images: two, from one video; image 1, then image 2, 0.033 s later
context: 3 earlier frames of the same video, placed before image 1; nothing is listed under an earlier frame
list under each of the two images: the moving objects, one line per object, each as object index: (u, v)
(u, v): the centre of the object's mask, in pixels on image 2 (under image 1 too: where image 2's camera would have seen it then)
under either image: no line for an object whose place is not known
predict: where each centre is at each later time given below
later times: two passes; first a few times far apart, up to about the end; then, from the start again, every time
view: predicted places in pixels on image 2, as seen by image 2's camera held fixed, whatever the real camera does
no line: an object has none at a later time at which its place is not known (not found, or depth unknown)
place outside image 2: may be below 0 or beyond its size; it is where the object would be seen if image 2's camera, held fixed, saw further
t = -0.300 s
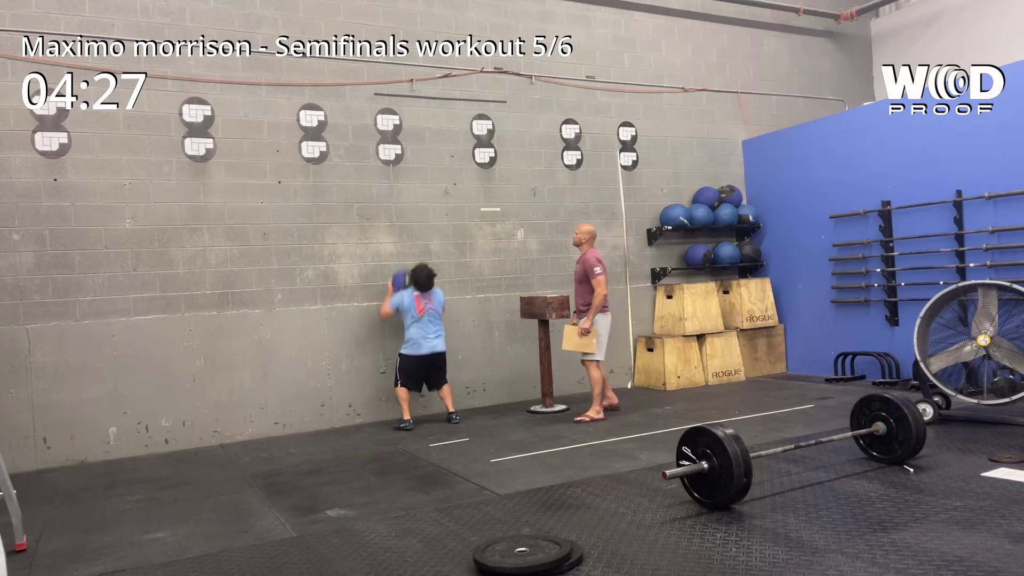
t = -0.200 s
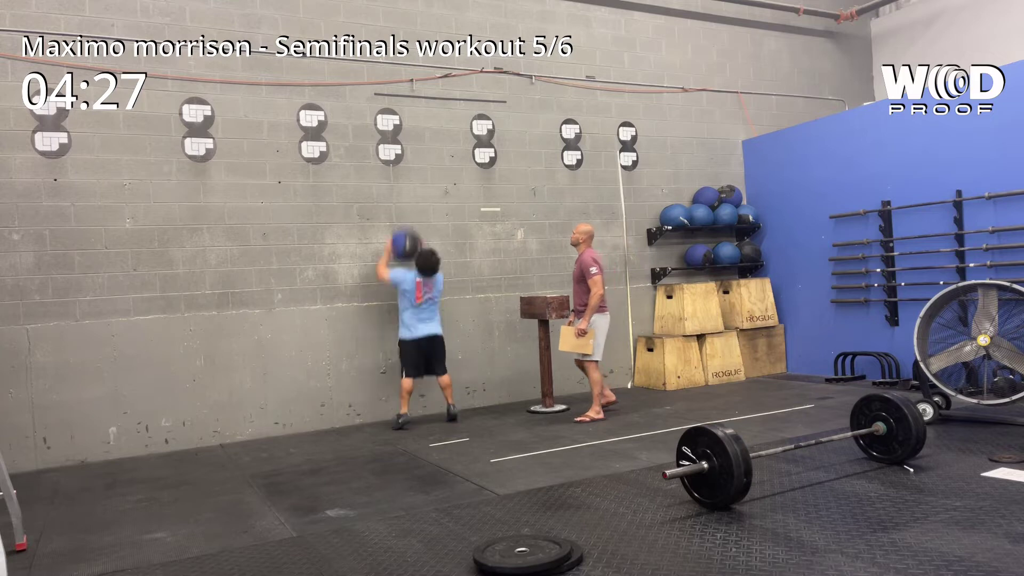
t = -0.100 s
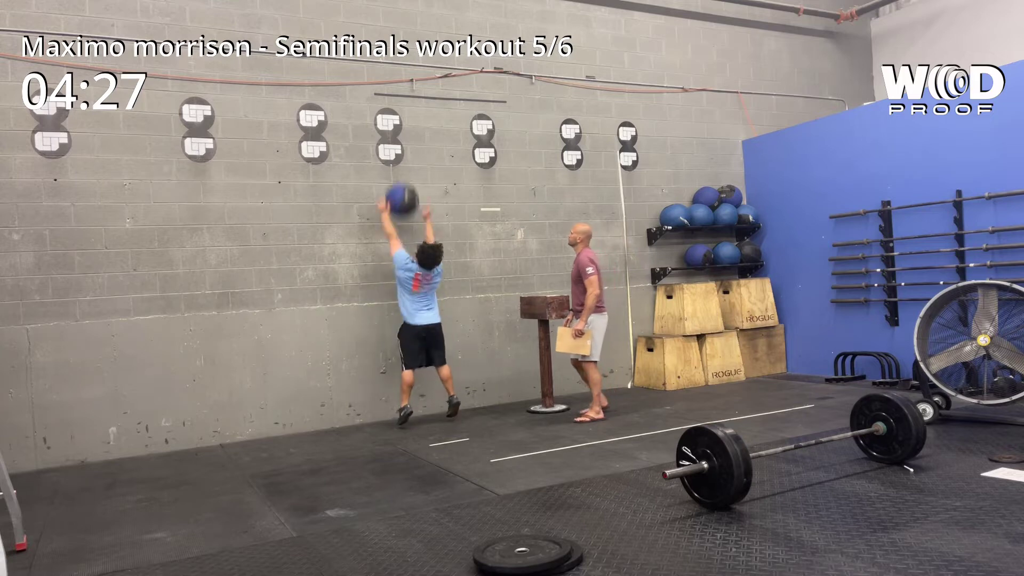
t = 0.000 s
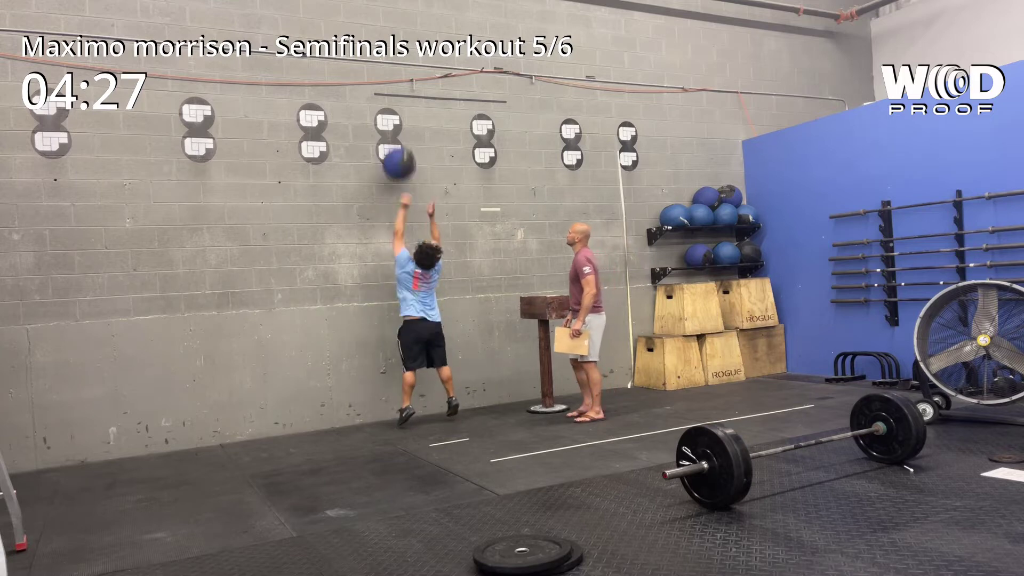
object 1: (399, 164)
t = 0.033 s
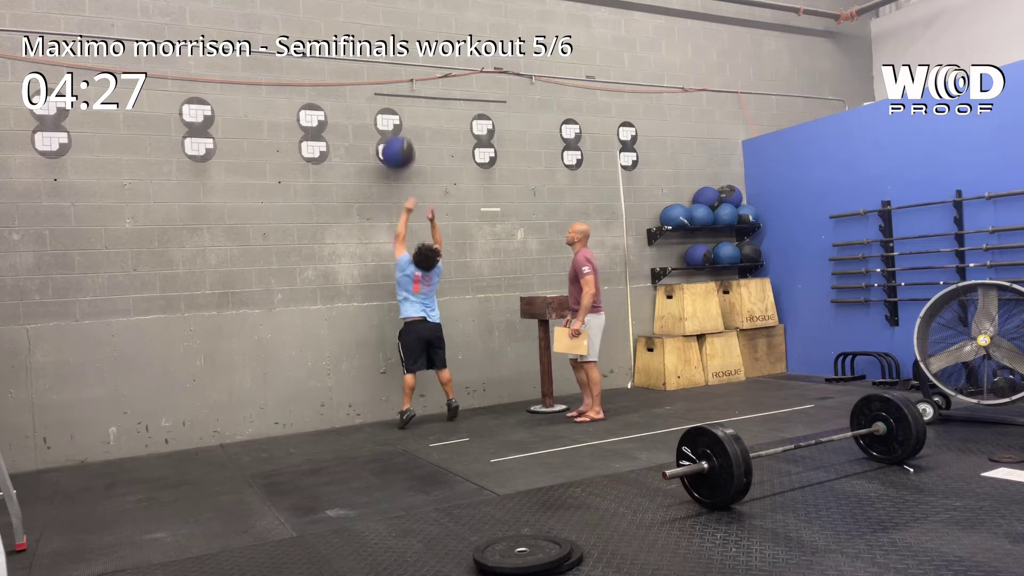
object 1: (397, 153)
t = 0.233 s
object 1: (393, 117)
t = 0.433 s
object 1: (392, 118)
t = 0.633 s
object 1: (399, 147)
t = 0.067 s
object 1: (397, 144)
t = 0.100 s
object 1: (397, 136)
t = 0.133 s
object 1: (393, 127)
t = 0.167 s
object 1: (393, 124)
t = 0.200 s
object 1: (393, 121)
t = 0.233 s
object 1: (393, 117)
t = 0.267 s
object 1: (392, 116)
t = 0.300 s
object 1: (392, 114)
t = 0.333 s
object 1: (392, 114)
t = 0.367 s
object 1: (392, 114)
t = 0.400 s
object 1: (392, 115)
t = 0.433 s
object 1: (392, 118)
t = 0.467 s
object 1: (393, 120)
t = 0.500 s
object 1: (393, 124)
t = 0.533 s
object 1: (393, 126)
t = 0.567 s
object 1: (397, 134)
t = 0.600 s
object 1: (398, 140)
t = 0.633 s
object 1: (399, 147)
